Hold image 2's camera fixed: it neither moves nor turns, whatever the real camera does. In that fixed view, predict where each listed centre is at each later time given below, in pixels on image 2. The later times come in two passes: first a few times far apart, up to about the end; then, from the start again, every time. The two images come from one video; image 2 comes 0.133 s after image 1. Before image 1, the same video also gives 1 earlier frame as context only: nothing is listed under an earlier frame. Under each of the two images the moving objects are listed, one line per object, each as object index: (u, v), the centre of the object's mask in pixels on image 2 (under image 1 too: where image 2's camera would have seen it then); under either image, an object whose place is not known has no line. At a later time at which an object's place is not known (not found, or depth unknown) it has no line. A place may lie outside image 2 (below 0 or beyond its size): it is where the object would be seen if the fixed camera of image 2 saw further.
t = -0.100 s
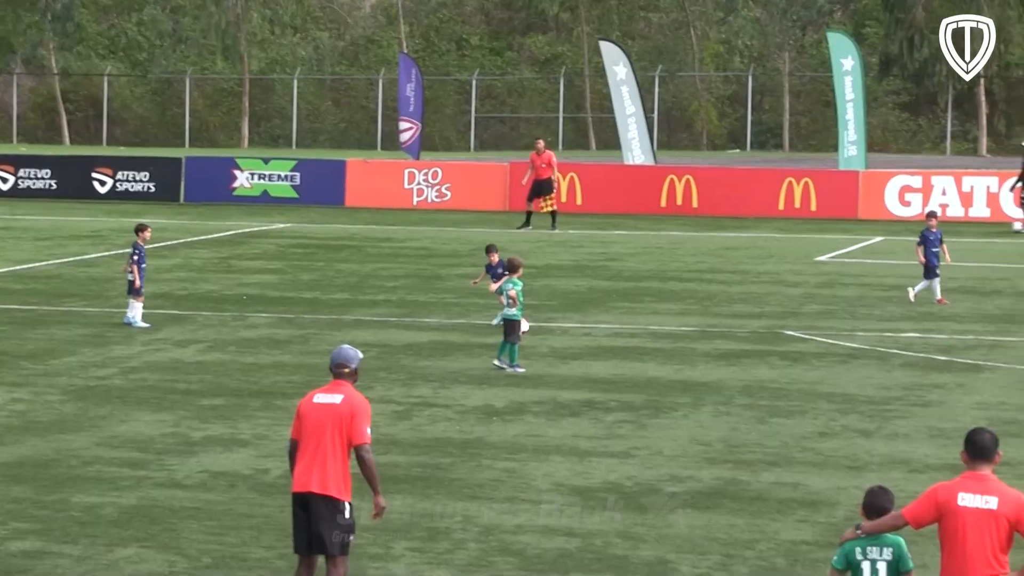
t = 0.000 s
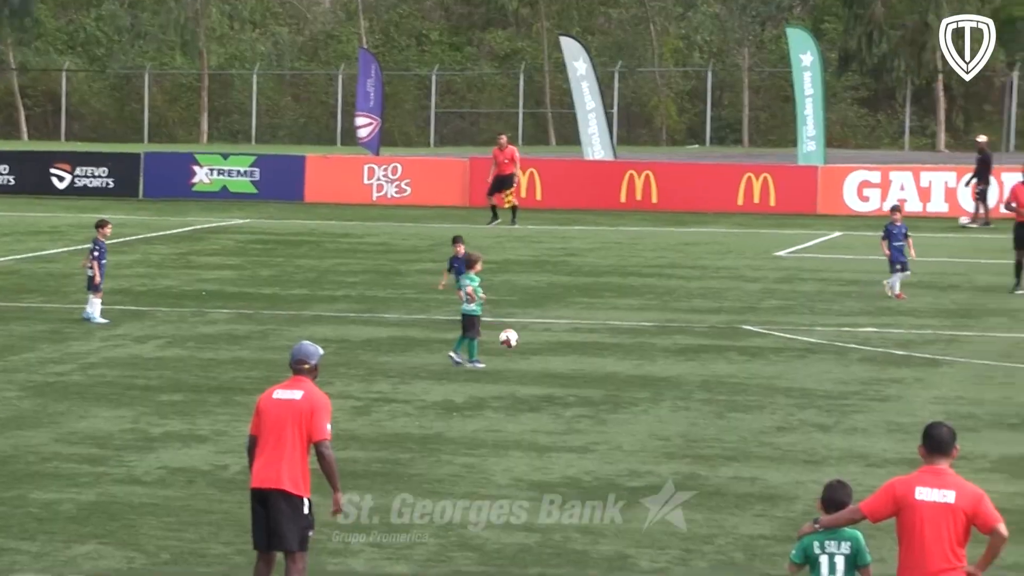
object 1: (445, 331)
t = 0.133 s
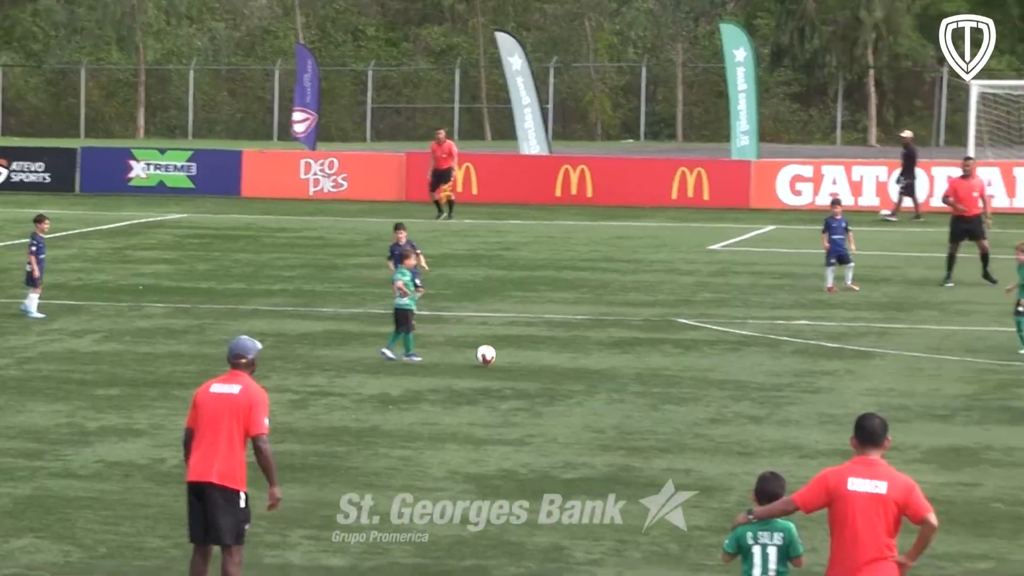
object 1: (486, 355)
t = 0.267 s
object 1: (528, 371)
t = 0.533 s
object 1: (615, 411)
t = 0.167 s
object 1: (496, 357)
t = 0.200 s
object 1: (506, 360)
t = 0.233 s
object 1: (517, 365)
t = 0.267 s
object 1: (528, 371)
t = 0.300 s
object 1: (539, 377)
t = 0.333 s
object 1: (550, 382)
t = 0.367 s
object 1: (560, 385)
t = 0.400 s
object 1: (571, 389)
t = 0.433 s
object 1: (582, 393)
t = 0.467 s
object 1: (592, 400)
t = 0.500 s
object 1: (604, 407)
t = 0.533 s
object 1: (615, 411)
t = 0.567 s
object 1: (625, 416)
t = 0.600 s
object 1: (636, 421)
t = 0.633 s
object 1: (647, 425)
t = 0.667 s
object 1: (657, 428)
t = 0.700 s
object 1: (668, 433)
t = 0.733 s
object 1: (680, 439)
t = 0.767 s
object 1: (690, 443)
